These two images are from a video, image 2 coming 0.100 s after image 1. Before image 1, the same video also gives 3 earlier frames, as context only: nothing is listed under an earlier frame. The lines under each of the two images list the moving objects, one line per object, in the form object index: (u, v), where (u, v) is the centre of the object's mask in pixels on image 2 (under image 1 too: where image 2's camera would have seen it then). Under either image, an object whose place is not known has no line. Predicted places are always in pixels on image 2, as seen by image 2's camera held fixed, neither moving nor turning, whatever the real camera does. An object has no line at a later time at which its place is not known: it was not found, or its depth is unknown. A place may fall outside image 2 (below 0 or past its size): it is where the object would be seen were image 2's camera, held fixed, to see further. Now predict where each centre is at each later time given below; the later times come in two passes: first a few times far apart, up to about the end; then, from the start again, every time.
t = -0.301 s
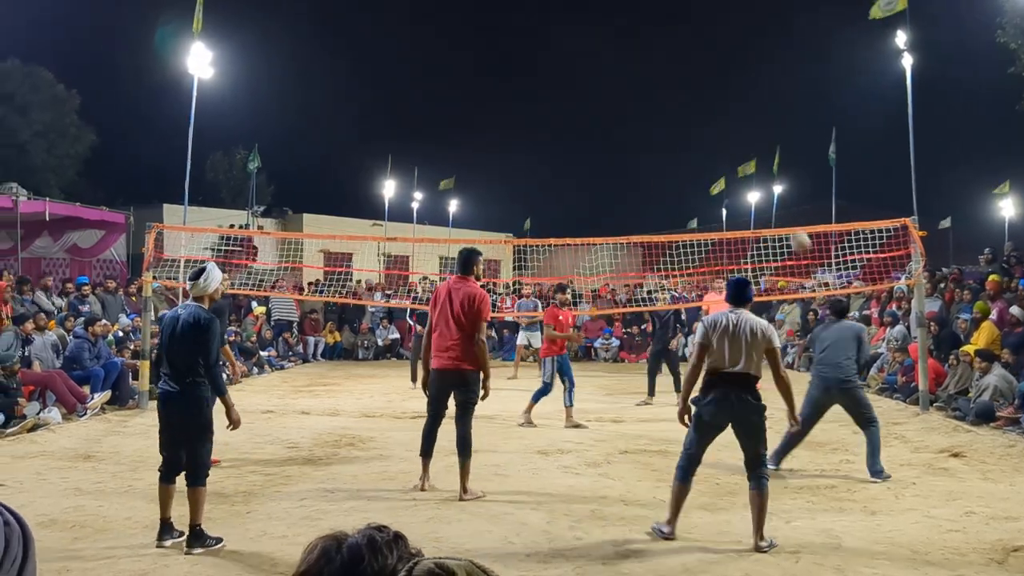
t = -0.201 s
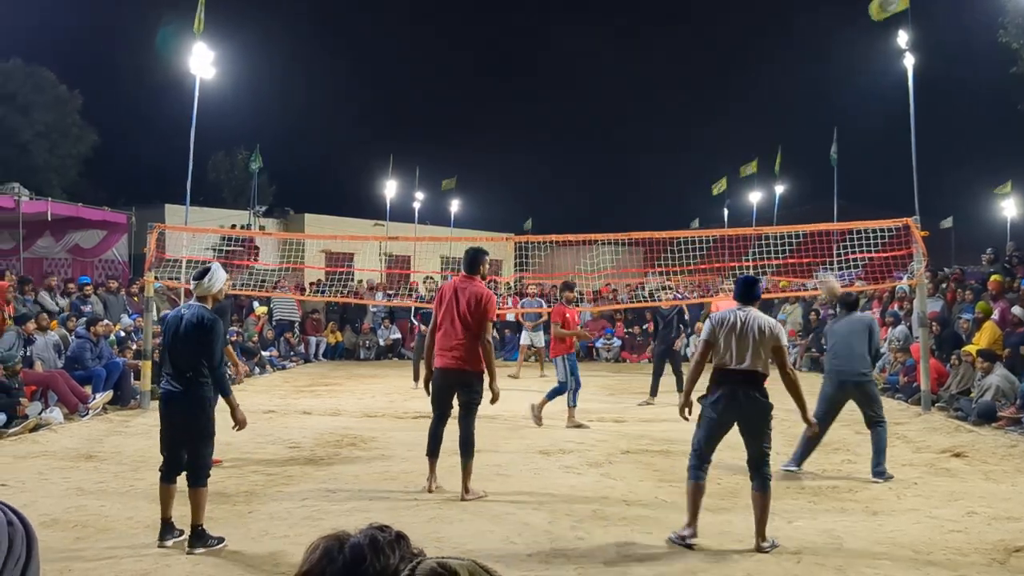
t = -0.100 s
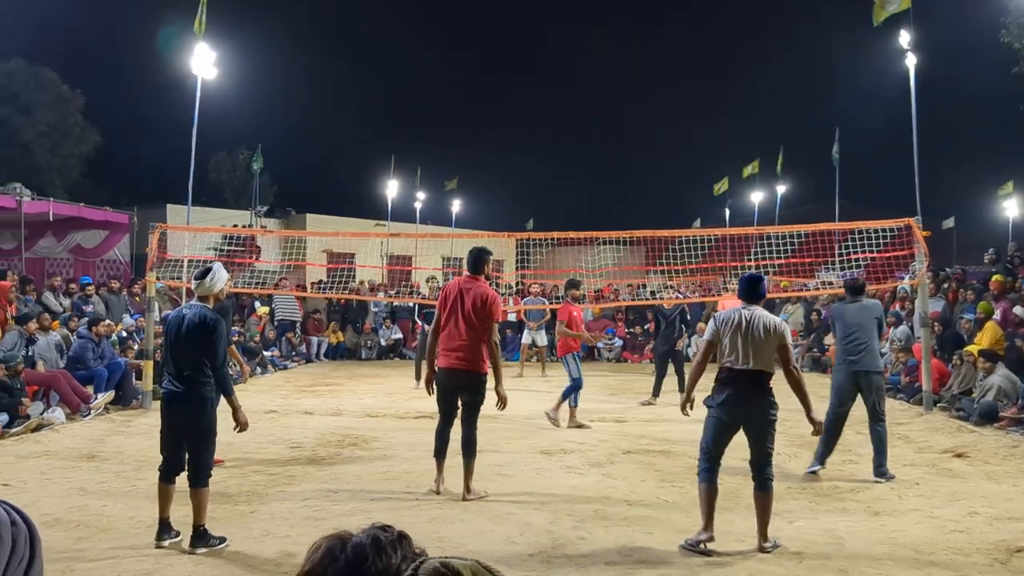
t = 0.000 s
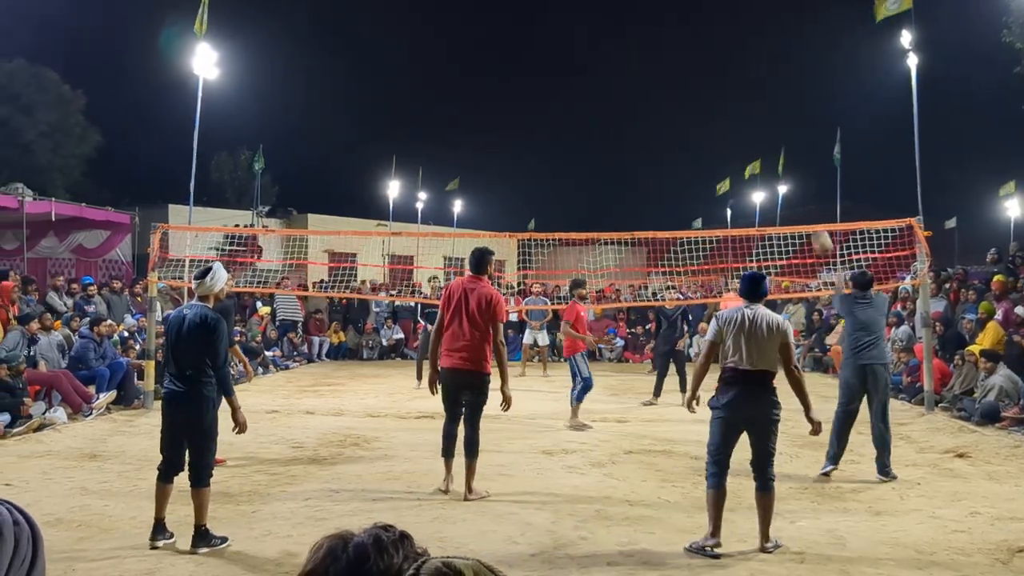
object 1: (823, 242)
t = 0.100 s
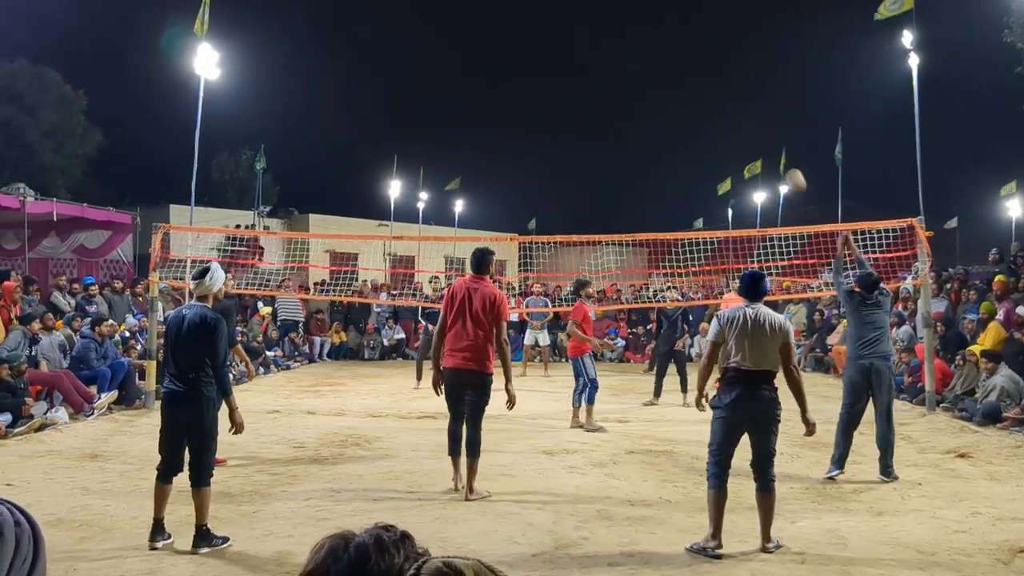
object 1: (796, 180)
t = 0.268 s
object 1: (757, 115)
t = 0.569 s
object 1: (706, 78)
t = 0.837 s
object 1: (674, 102)
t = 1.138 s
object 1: (645, 171)
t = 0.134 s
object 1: (787, 165)
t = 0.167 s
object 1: (779, 150)
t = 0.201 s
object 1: (771, 136)
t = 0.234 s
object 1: (764, 125)
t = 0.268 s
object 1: (757, 115)
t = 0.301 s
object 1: (750, 106)
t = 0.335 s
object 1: (744, 99)
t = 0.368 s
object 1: (738, 93)
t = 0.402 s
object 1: (732, 88)
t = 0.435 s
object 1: (726, 84)
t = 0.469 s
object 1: (721, 81)
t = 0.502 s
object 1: (716, 79)
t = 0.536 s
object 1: (711, 78)
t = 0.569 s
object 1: (706, 78)
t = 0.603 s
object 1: (701, 79)
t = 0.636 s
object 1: (697, 80)
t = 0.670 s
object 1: (693, 82)
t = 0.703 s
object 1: (688, 85)
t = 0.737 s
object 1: (685, 88)
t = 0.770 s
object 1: (681, 92)
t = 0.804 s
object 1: (677, 97)
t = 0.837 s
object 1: (674, 102)
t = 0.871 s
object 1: (670, 108)
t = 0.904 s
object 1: (667, 114)
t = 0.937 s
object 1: (663, 121)
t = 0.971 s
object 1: (660, 128)
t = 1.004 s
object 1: (657, 136)
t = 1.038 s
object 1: (654, 144)
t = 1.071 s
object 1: (651, 153)
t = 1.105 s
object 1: (648, 161)
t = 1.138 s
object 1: (645, 171)
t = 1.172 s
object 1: (642, 181)
